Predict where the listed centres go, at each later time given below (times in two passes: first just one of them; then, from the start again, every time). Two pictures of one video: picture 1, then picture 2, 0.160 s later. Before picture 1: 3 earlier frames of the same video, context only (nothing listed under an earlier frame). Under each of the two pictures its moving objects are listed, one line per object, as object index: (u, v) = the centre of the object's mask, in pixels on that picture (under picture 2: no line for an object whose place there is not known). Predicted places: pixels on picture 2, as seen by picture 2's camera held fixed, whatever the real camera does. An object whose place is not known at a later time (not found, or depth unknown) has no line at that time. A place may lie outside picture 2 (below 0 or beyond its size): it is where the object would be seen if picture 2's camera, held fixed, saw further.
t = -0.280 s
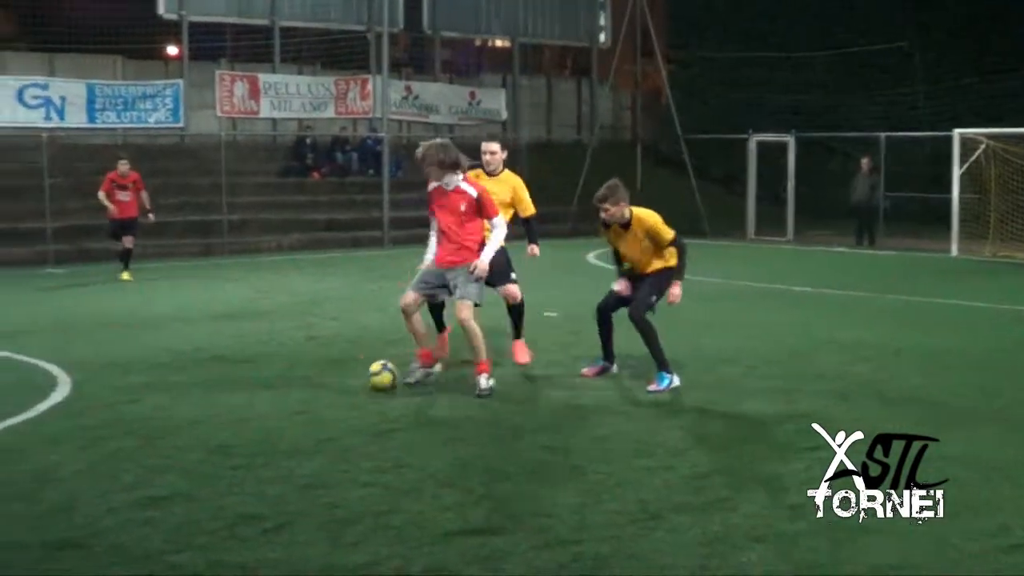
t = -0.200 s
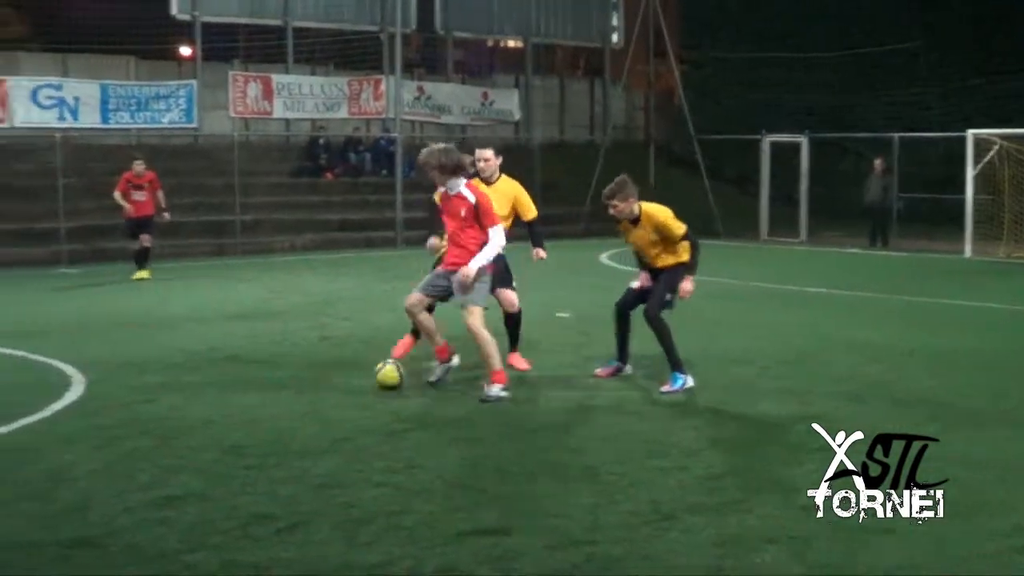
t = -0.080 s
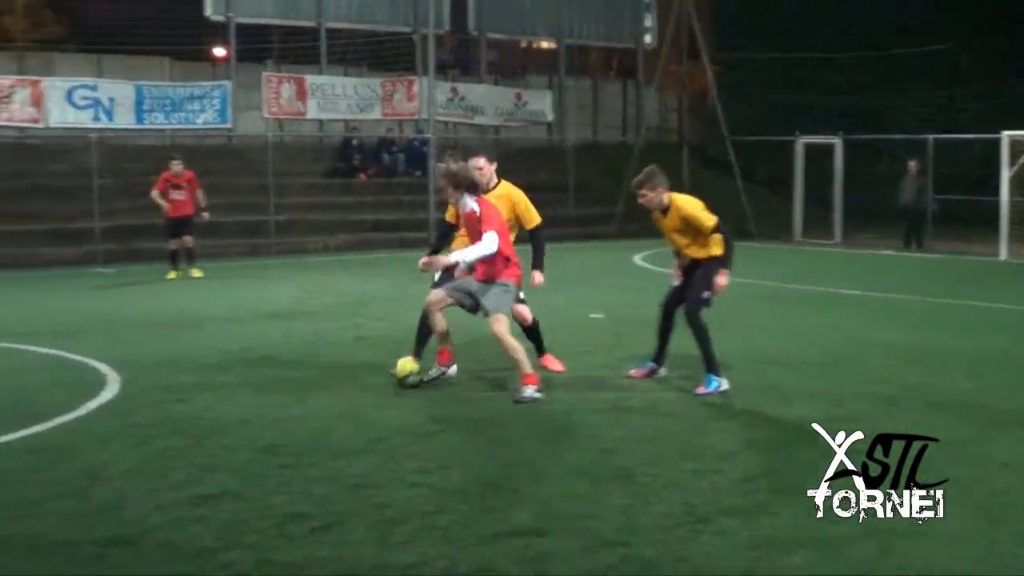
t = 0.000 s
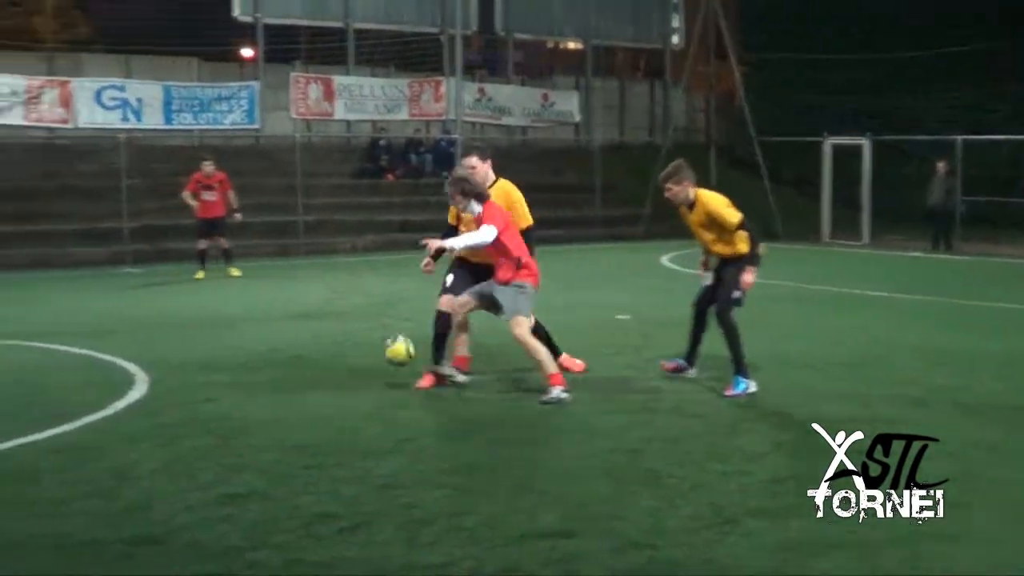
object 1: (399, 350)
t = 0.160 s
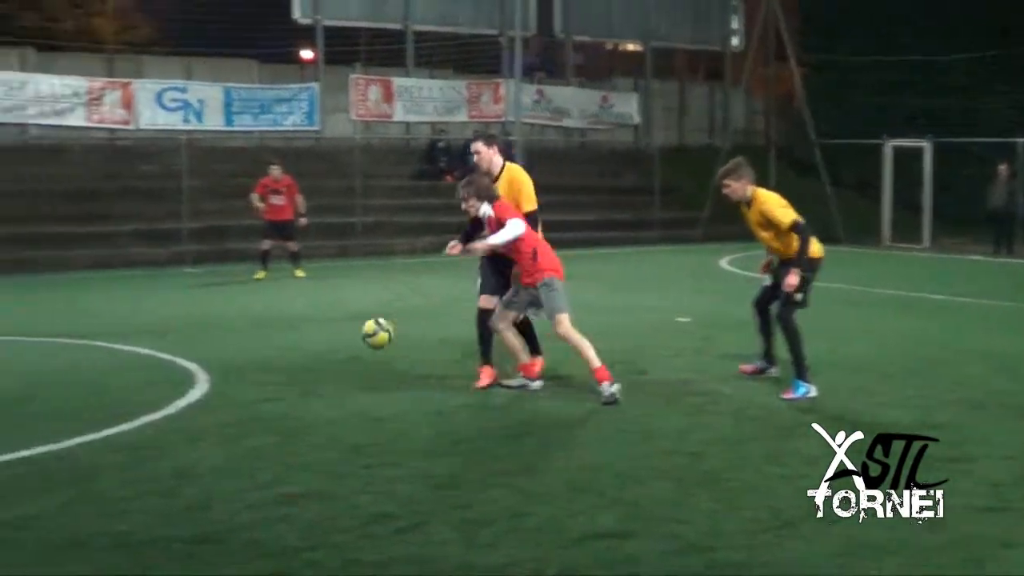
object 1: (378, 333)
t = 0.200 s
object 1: (357, 335)
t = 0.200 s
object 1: (357, 335)
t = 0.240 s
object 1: (338, 337)
